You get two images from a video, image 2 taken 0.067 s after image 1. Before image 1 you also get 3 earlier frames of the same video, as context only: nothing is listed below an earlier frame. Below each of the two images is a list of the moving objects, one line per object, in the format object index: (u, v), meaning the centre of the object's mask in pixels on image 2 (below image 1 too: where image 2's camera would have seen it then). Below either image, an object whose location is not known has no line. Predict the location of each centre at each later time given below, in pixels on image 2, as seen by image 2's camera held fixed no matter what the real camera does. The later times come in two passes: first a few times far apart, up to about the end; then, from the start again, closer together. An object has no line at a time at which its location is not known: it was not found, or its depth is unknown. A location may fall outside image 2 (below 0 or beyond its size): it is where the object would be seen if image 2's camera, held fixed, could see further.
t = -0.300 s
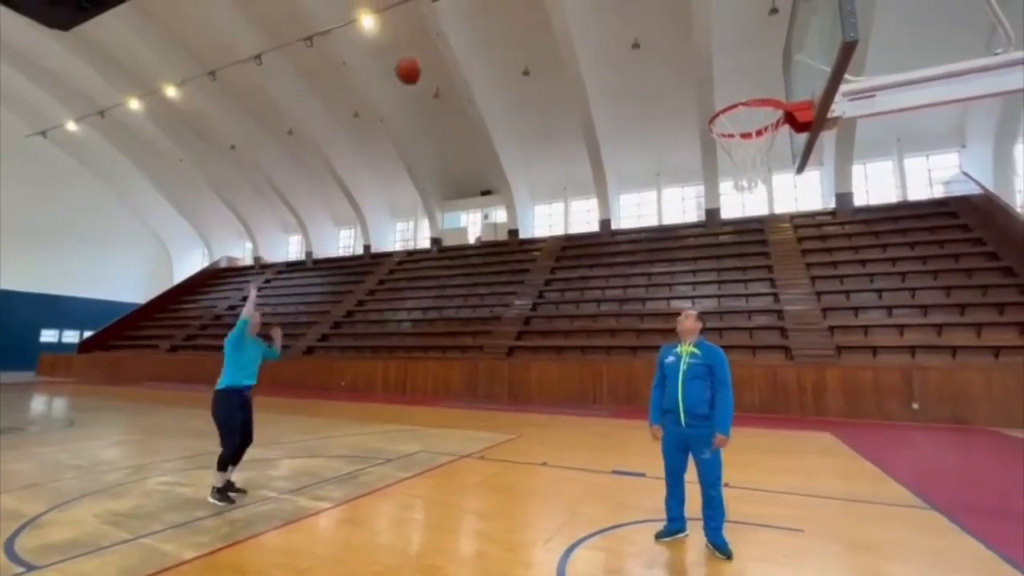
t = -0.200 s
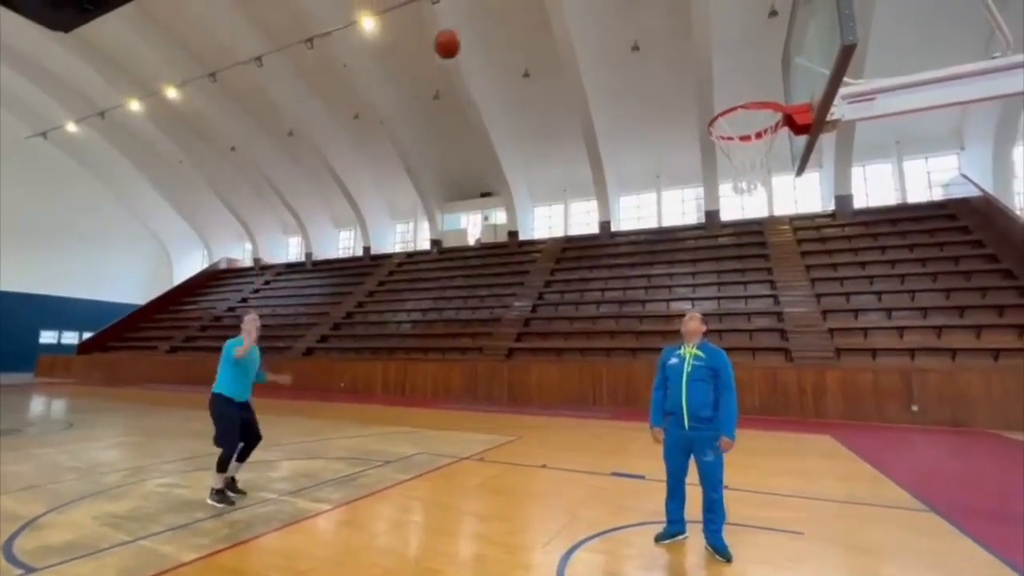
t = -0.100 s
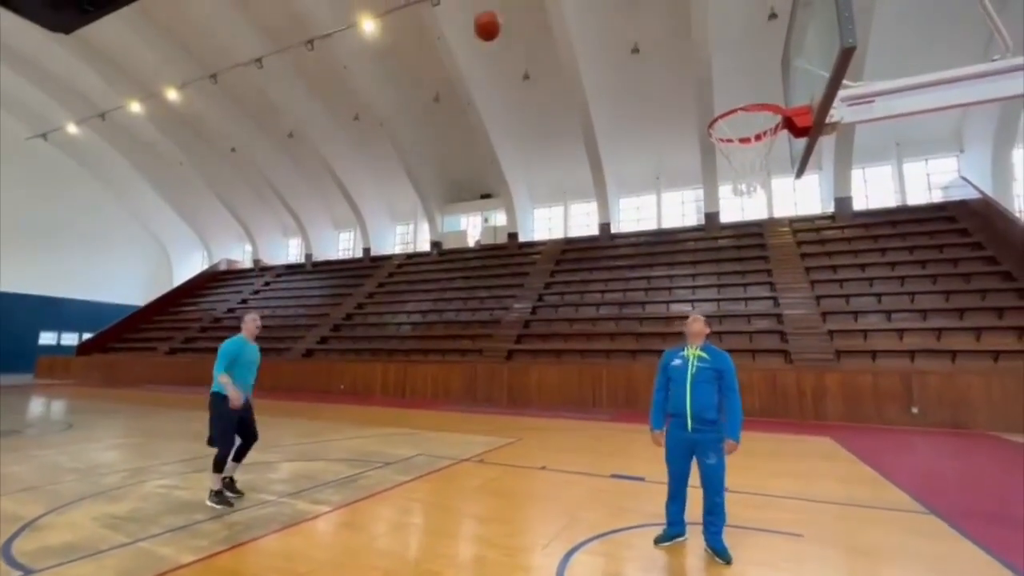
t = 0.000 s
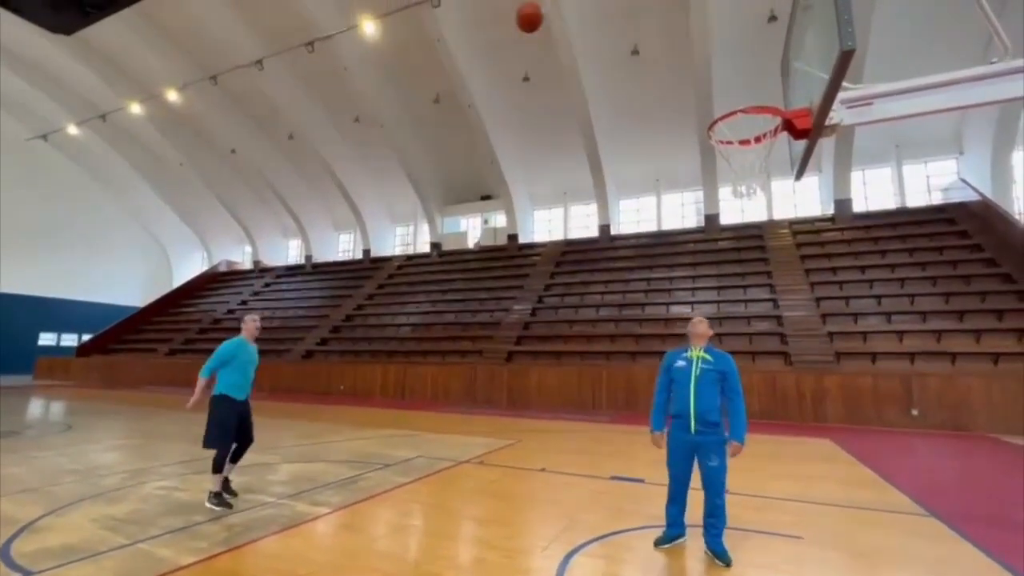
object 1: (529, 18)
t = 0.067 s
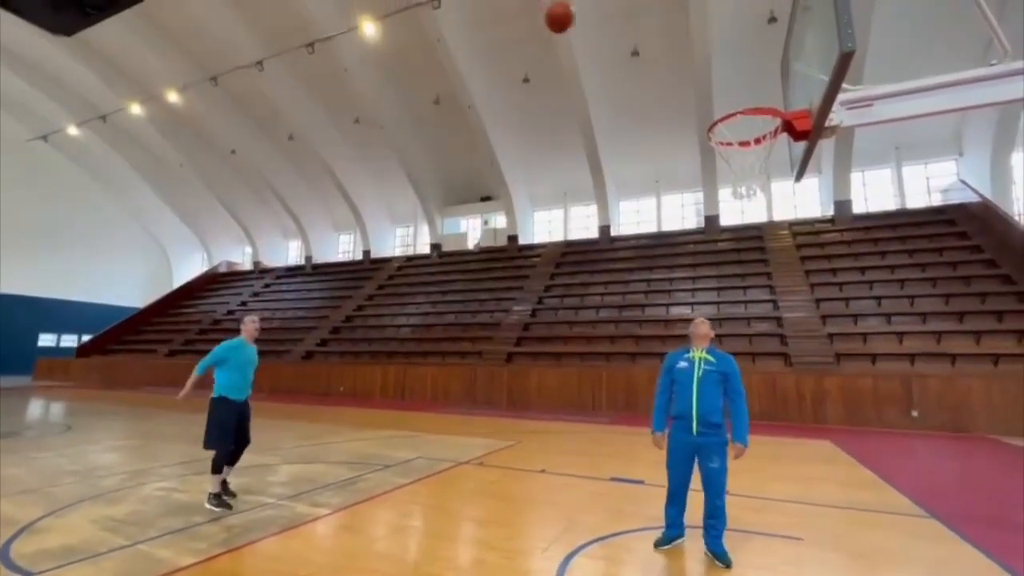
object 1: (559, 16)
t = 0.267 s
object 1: (659, 43)
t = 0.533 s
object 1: (737, 138)
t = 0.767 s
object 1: (781, 146)
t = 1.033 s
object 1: (819, 239)
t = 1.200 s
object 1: (852, 367)
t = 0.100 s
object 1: (575, 18)
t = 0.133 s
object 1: (590, 20)
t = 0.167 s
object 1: (607, 23)
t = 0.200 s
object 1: (623, 29)
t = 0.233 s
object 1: (641, 35)
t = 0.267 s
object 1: (659, 43)
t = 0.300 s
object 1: (677, 53)
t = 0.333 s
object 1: (697, 64)
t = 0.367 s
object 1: (716, 78)
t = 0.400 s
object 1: (738, 92)
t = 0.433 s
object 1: (760, 109)
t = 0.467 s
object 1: (752, 126)
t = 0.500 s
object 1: (733, 138)
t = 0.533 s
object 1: (737, 138)
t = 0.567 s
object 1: (746, 139)
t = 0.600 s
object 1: (756, 141)
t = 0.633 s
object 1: (764, 143)
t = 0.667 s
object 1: (769, 141)
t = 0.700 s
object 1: (774, 142)
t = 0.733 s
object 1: (777, 142)
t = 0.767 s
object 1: (781, 146)
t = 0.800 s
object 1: (784, 150)
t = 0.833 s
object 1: (788, 158)
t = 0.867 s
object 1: (793, 166)
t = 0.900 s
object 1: (798, 176)
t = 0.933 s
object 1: (803, 189)
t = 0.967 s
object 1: (808, 206)
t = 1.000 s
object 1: (814, 222)
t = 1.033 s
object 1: (819, 239)
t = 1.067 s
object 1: (825, 259)
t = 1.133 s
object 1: (837, 309)
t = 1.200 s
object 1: (852, 367)
